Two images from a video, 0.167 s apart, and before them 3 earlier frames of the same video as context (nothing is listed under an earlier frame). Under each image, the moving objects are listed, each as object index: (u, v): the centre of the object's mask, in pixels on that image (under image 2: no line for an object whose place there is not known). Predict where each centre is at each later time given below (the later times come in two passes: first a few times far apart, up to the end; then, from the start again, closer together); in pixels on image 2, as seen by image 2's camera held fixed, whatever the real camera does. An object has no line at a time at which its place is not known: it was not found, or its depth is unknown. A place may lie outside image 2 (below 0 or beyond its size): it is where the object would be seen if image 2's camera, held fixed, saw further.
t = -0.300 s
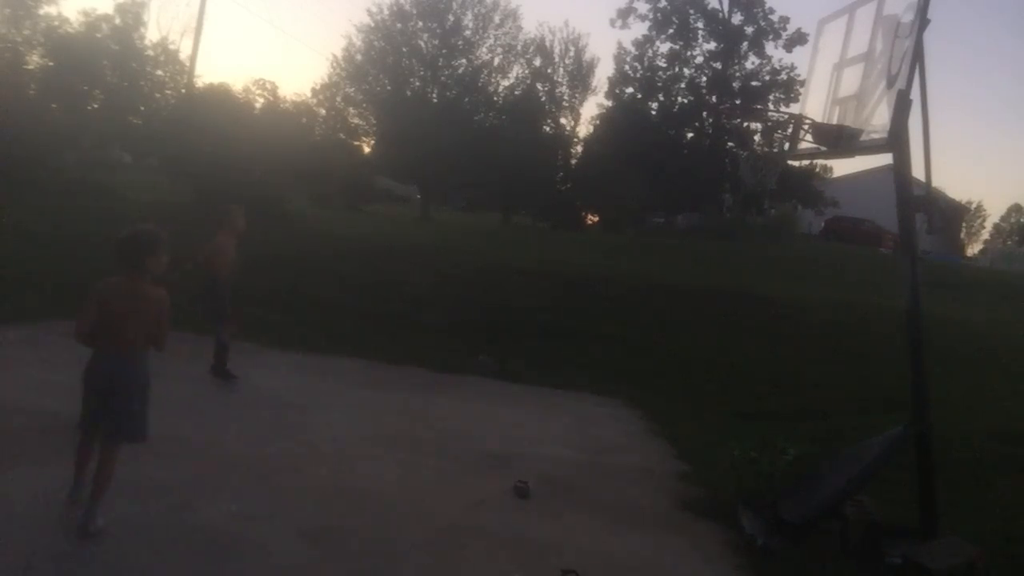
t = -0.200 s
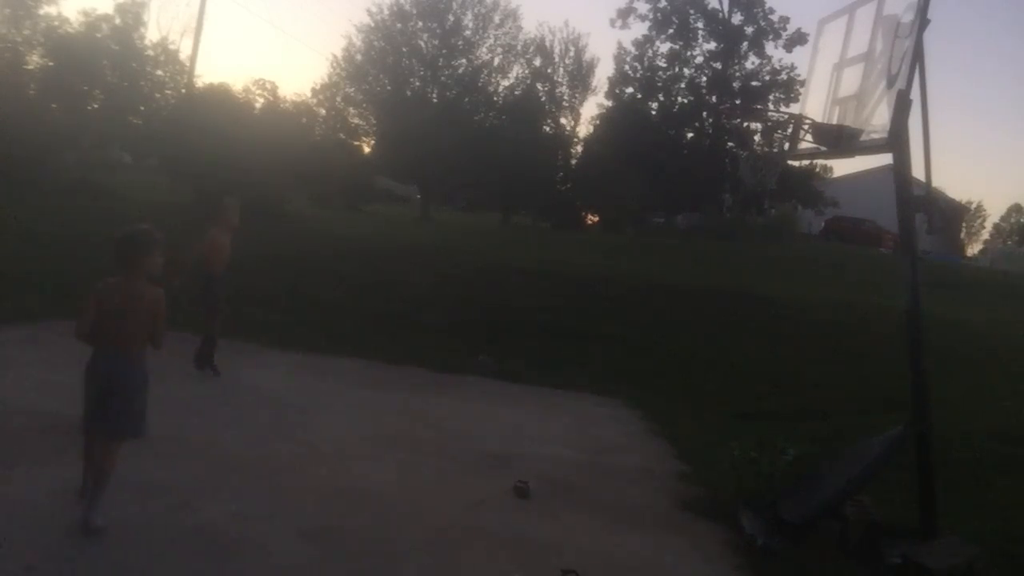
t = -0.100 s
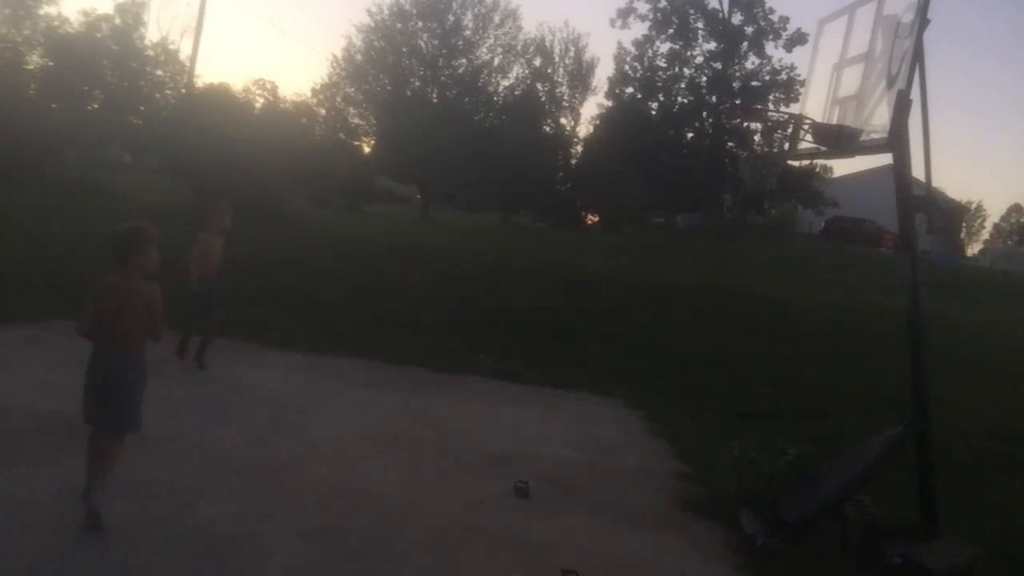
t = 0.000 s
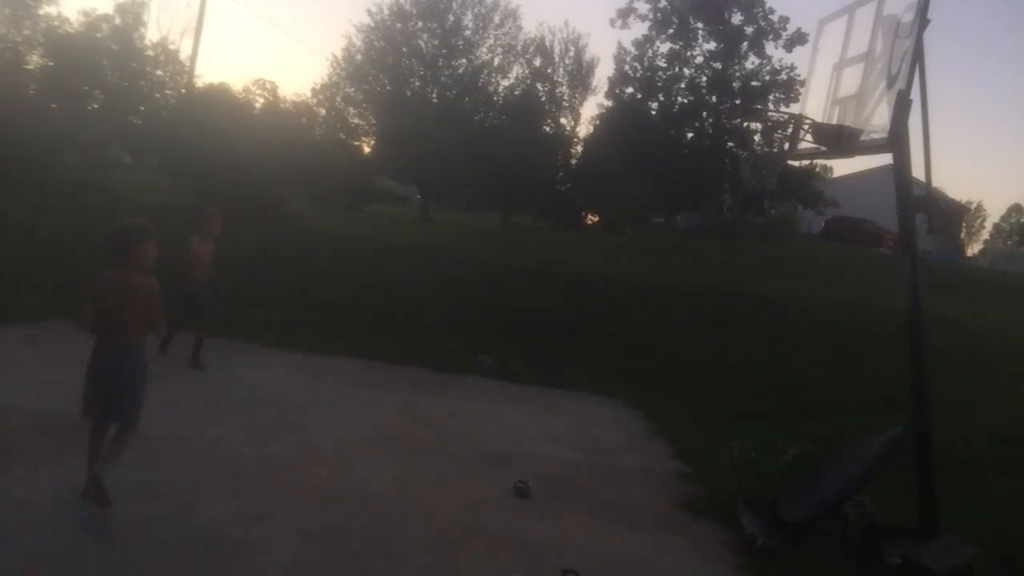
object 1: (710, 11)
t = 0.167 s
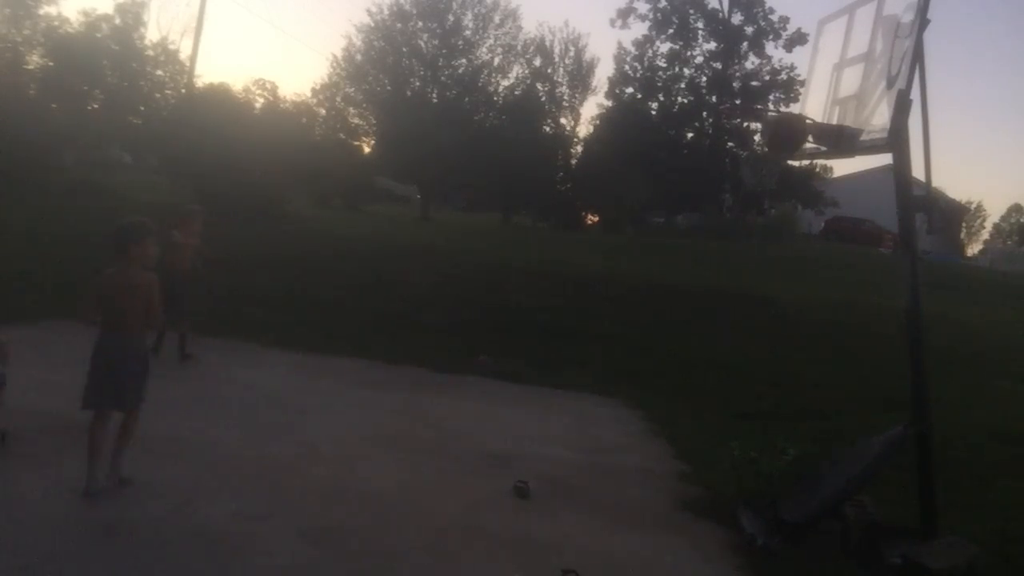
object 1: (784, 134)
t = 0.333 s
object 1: (793, 209)
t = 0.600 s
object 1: (764, 411)
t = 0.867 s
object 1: (718, 457)
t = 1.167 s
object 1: (643, 332)
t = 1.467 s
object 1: (530, 401)
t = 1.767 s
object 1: (414, 491)
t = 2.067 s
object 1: (322, 410)
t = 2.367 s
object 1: (193, 548)
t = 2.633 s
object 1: (111, 456)
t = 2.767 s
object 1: (60, 469)
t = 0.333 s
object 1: (793, 209)
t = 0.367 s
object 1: (791, 226)
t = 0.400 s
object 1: (787, 242)
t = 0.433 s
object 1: (784, 267)
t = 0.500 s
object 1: (777, 318)
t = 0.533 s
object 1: (773, 346)
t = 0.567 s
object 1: (769, 378)
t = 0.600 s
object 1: (764, 411)
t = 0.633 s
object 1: (759, 449)
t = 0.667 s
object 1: (754, 487)
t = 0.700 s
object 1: (749, 530)
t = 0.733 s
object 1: (741, 561)
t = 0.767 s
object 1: (737, 539)
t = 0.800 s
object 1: (732, 508)
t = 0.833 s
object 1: (726, 479)
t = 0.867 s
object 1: (718, 457)
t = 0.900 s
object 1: (712, 434)
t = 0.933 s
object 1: (704, 412)
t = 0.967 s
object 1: (696, 393)
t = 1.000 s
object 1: (689, 375)
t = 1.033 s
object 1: (682, 363)
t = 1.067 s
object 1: (674, 352)
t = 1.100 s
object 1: (663, 344)
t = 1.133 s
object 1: (653, 336)
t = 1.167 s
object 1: (643, 332)
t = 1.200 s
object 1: (633, 329)
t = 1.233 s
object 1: (622, 329)
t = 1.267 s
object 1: (611, 332)
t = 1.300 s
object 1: (597, 337)
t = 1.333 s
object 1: (585, 345)
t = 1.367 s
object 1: (573, 353)
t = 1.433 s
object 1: (544, 383)
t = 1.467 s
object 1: (530, 401)
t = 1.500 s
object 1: (515, 423)
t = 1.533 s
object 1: (500, 446)
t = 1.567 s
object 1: (484, 471)
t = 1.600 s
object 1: (470, 499)
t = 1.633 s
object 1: (453, 530)
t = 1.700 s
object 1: (429, 537)
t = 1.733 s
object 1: (422, 513)
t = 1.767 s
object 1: (414, 491)
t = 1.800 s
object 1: (405, 472)
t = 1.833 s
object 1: (397, 455)
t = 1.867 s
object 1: (388, 440)
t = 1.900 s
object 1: (378, 429)
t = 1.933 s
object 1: (368, 420)
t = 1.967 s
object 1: (357, 414)
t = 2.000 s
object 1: (346, 410)
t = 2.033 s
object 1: (334, 409)
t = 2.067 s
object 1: (322, 410)
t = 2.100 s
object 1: (309, 415)
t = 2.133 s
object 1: (297, 422)
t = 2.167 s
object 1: (284, 431)
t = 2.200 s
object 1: (269, 444)
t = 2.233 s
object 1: (255, 460)
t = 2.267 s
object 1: (239, 478)
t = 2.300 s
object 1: (224, 499)
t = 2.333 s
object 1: (208, 523)
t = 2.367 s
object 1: (193, 548)
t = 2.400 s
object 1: (182, 541)
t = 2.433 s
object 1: (173, 521)
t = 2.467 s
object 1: (163, 502)
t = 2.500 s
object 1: (154, 488)
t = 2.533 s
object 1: (143, 475)
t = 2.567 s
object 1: (133, 466)
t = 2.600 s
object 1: (122, 459)
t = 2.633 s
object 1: (111, 456)
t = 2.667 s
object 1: (99, 455)
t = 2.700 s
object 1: (86, 457)
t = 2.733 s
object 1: (73, 462)
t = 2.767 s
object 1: (60, 469)
